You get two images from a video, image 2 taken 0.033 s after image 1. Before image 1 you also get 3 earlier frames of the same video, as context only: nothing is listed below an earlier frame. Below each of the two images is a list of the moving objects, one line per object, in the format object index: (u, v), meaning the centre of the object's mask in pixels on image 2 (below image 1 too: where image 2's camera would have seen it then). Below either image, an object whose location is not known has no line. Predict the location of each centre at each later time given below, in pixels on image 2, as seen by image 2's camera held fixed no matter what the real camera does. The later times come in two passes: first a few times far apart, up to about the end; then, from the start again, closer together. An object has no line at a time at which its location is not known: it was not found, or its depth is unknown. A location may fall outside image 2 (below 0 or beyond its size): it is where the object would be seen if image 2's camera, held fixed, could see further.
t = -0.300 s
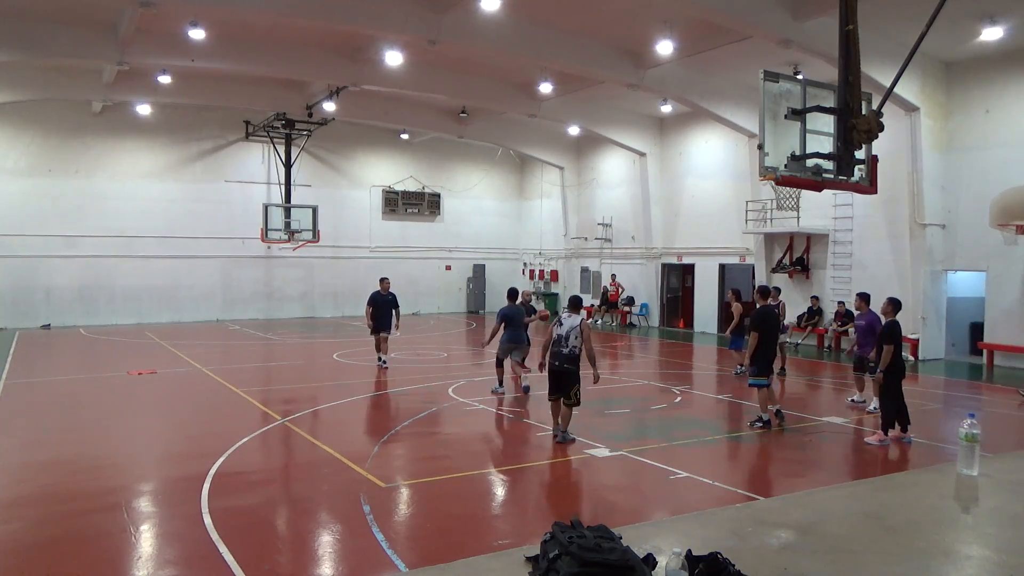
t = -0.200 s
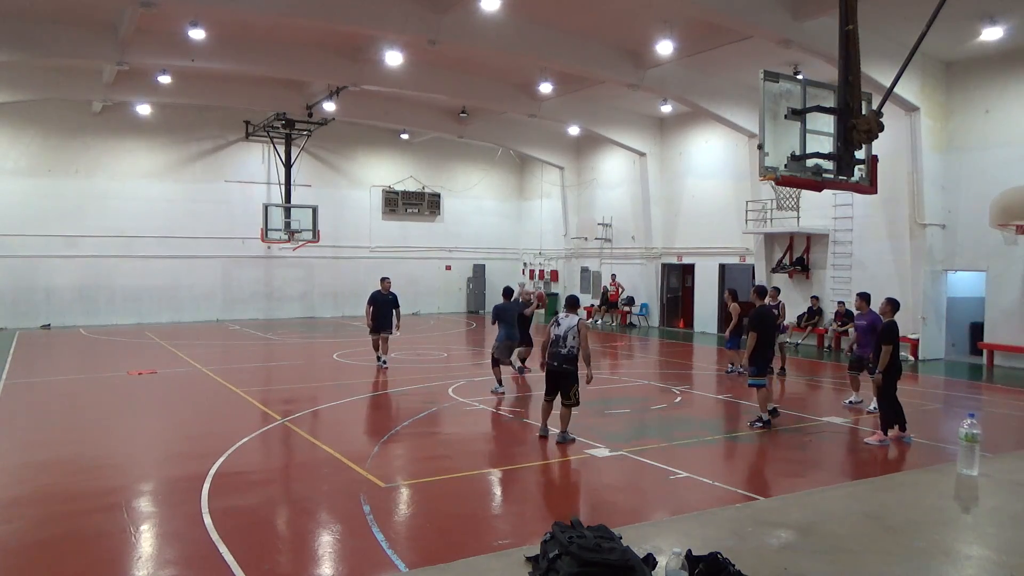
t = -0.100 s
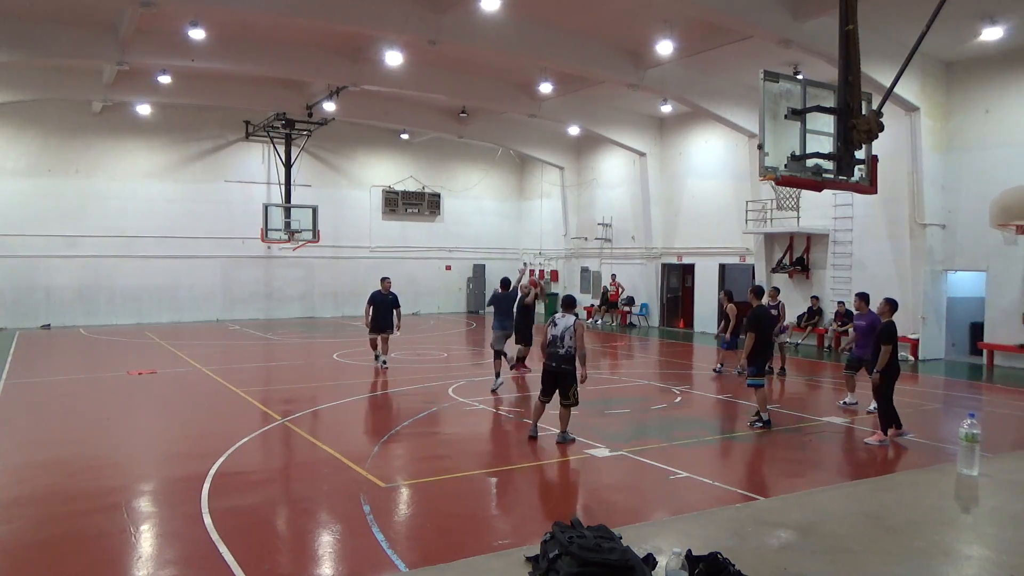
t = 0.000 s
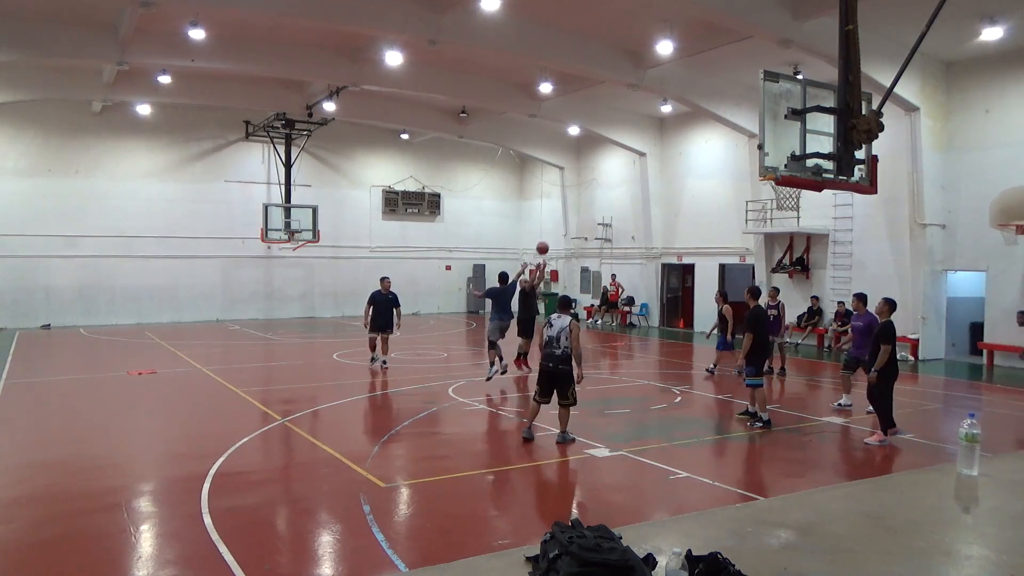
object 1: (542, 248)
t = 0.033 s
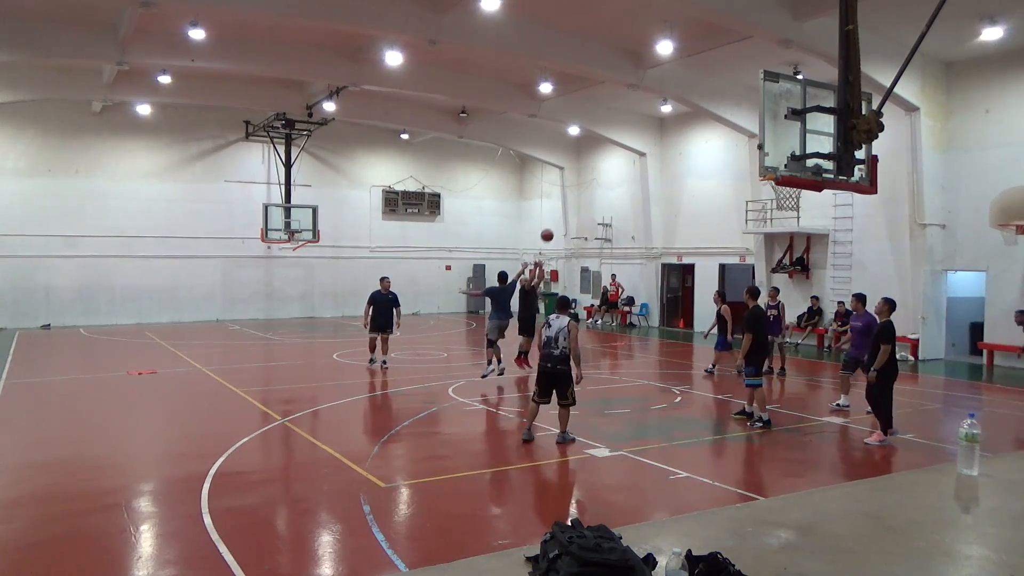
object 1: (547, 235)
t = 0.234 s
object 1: (576, 167)
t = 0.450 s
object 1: (611, 111)
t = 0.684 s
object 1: (654, 76)
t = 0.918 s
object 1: (703, 74)
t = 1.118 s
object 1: (752, 109)
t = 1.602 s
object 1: (793, 96)
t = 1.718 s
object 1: (778, 95)
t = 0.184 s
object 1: (568, 183)
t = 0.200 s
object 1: (571, 177)
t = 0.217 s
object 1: (573, 172)
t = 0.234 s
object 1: (576, 167)
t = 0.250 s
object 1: (578, 162)
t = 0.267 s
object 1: (581, 158)
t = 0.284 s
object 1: (583, 152)
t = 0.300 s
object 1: (586, 148)
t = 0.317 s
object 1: (588, 143)
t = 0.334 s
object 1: (592, 139)
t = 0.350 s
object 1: (594, 134)
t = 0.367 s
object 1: (597, 130)
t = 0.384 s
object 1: (600, 126)
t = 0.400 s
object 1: (602, 122)
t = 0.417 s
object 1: (605, 118)
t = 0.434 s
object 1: (608, 114)
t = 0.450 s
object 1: (611, 111)
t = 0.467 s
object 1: (614, 107)
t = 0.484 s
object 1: (616, 104)
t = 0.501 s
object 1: (619, 101)
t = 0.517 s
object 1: (622, 98)
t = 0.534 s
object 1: (625, 96)
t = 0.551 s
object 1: (629, 93)
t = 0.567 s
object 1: (631, 90)
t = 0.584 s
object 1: (635, 87)
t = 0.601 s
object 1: (638, 85)
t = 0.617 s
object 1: (641, 83)
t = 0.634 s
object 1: (644, 81)
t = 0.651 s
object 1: (648, 79)
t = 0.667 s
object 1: (651, 77)
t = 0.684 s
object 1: (654, 76)
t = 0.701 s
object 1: (657, 74)
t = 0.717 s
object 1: (660, 73)
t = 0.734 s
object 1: (664, 72)
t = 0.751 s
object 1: (667, 71)
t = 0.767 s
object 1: (670, 71)
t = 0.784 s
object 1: (674, 70)
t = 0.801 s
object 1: (677, 70)
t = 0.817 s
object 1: (681, 70)
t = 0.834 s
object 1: (685, 70)
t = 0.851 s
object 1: (689, 71)
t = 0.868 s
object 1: (692, 71)
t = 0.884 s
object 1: (696, 72)
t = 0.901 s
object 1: (700, 73)
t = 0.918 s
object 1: (703, 74)
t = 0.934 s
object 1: (707, 76)
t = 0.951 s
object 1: (711, 77)
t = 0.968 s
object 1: (715, 79)
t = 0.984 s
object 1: (719, 81)
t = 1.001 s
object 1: (723, 84)
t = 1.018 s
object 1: (727, 86)
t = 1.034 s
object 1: (731, 89)
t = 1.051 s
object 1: (735, 93)
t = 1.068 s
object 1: (740, 96)
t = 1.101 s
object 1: (749, 104)
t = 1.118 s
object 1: (752, 109)
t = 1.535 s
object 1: (806, 101)
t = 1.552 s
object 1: (805, 100)
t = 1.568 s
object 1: (797, 99)
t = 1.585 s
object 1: (793, 97)
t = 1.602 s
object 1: (793, 96)
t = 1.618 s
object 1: (792, 95)
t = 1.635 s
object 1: (789, 95)
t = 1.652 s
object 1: (788, 94)
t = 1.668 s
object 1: (785, 94)
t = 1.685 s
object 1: (783, 94)
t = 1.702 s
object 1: (780, 95)
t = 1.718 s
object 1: (778, 95)
